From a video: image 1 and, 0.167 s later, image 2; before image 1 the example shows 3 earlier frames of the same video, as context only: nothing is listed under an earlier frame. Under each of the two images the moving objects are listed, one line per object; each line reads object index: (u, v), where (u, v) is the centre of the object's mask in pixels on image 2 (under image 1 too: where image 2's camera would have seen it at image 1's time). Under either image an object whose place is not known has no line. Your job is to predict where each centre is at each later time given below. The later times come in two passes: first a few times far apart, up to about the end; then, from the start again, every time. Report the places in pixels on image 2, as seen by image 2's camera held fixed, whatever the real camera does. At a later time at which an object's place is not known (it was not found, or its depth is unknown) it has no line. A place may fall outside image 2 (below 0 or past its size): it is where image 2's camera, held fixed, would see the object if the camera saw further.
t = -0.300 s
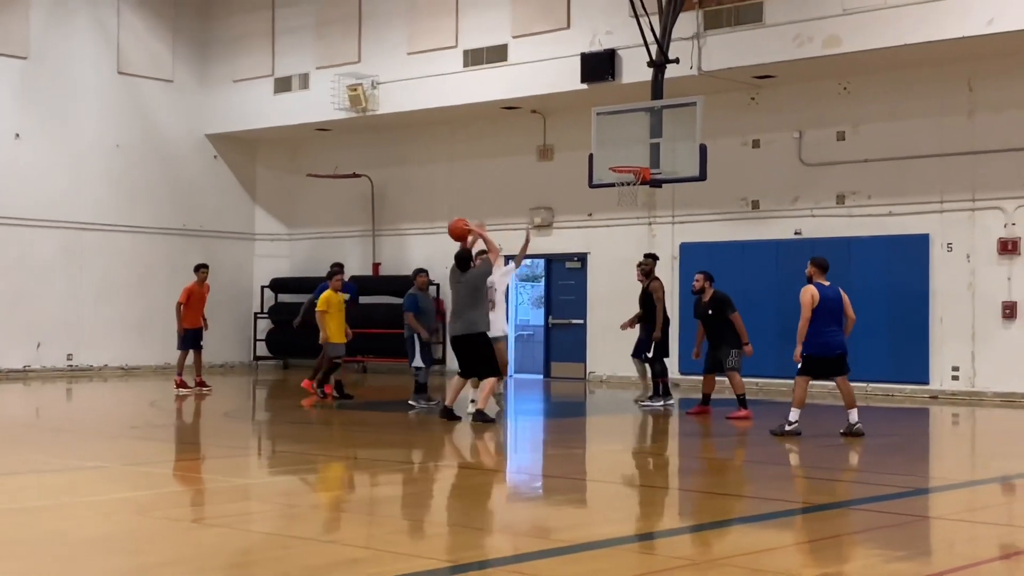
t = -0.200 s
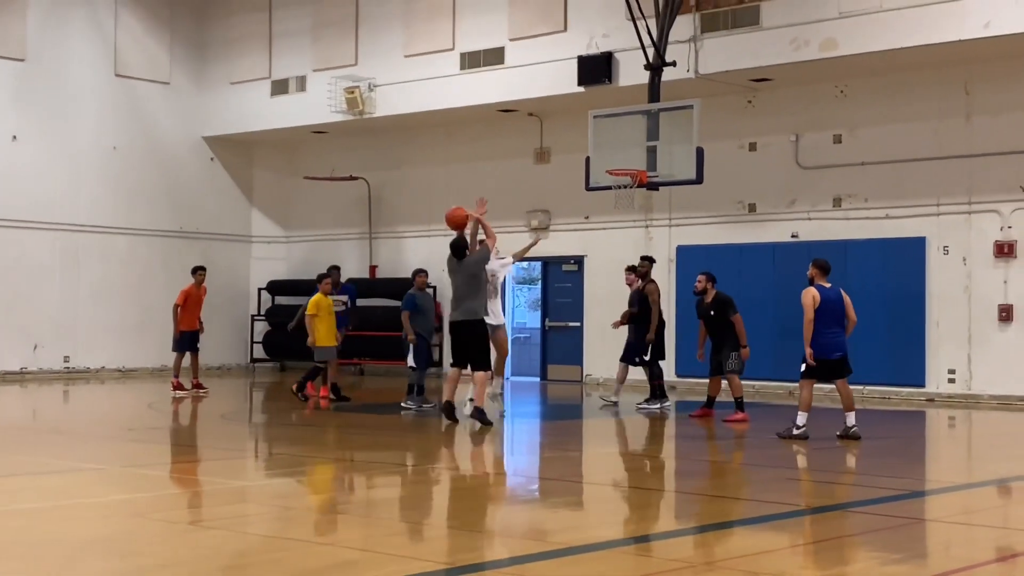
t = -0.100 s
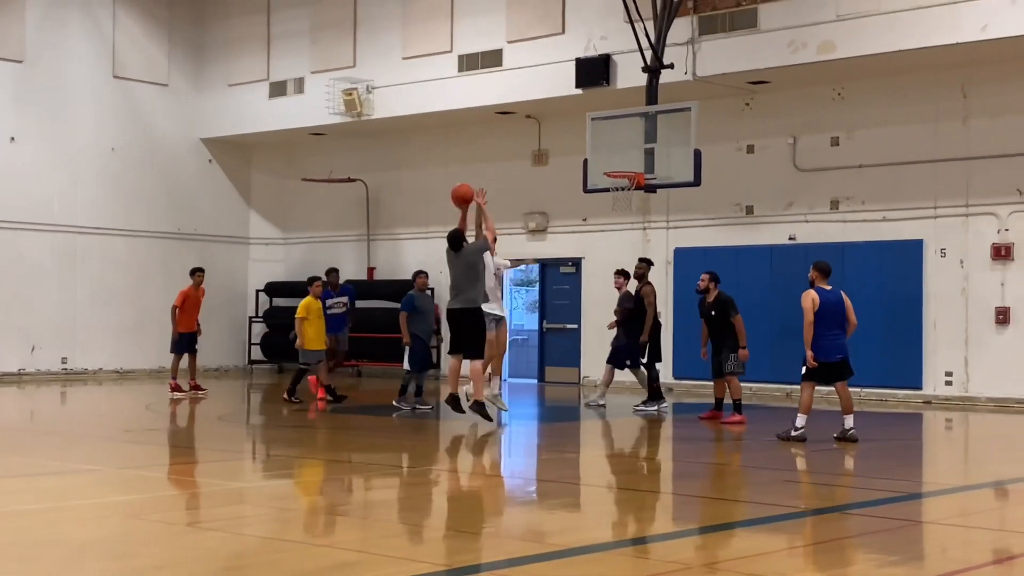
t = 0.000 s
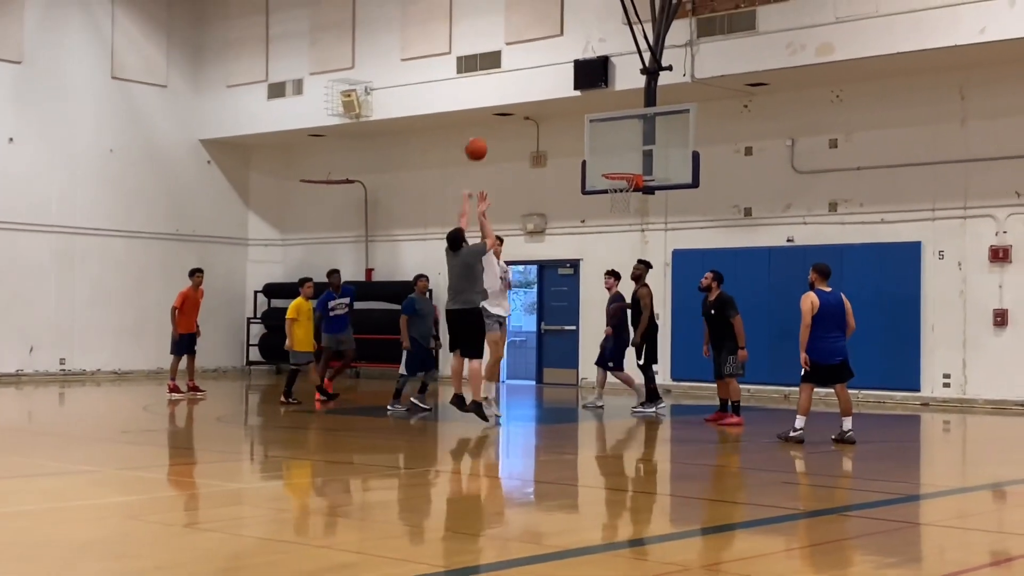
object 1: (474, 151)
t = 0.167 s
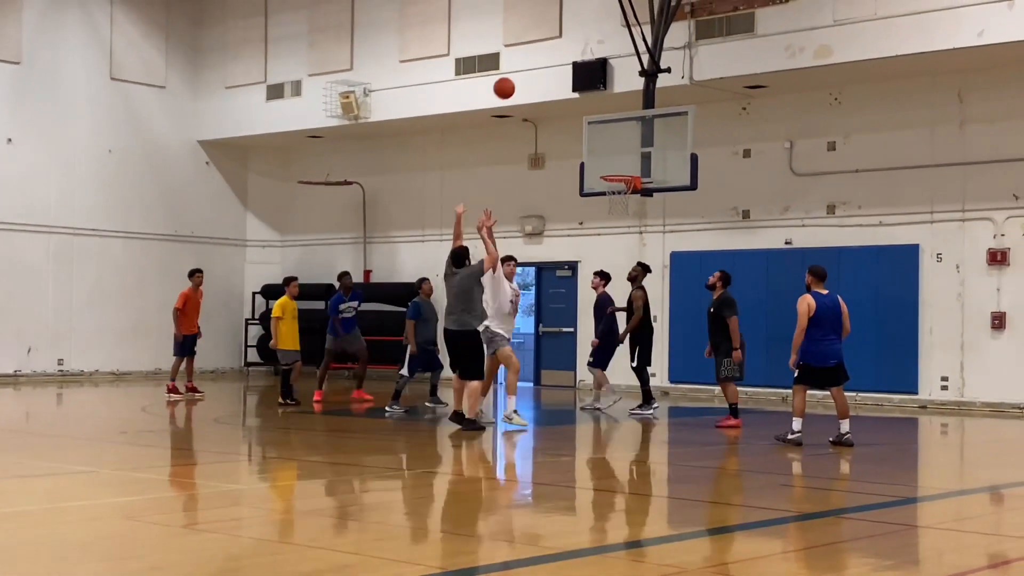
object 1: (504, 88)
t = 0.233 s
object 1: (515, 71)
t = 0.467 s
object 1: (551, 46)
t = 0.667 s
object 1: (579, 62)
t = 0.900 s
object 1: (607, 115)
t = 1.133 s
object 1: (624, 183)
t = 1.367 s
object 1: (599, 204)
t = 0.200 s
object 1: (510, 79)
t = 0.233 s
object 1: (515, 71)
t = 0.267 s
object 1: (521, 65)
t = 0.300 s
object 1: (526, 59)
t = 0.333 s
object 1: (531, 54)
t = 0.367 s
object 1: (537, 51)
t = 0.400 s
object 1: (542, 48)
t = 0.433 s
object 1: (547, 47)
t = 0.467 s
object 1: (551, 46)
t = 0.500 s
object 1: (556, 46)
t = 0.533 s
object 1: (561, 47)
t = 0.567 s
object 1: (565, 50)
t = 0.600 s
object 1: (570, 53)
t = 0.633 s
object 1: (574, 56)
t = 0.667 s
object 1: (579, 62)
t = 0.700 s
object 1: (583, 67)
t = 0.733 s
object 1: (587, 73)
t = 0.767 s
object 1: (591, 80)
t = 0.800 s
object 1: (595, 87)
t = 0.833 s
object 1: (599, 96)
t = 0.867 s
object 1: (603, 105)
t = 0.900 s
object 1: (607, 115)
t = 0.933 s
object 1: (610, 125)
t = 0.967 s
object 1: (614, 136)
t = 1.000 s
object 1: (617, 147)
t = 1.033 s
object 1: (621, 160)
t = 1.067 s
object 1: (624, 170)
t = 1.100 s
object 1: (624, 177)
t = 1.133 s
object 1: (624, 183)
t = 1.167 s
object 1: (620, 186)
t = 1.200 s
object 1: (614, 191)
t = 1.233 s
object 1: (609, 196)
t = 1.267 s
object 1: (606, 198)
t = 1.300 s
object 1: (603, 200)
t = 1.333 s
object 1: (600, 201)
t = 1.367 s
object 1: (599, 204)
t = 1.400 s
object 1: (597, 208)
